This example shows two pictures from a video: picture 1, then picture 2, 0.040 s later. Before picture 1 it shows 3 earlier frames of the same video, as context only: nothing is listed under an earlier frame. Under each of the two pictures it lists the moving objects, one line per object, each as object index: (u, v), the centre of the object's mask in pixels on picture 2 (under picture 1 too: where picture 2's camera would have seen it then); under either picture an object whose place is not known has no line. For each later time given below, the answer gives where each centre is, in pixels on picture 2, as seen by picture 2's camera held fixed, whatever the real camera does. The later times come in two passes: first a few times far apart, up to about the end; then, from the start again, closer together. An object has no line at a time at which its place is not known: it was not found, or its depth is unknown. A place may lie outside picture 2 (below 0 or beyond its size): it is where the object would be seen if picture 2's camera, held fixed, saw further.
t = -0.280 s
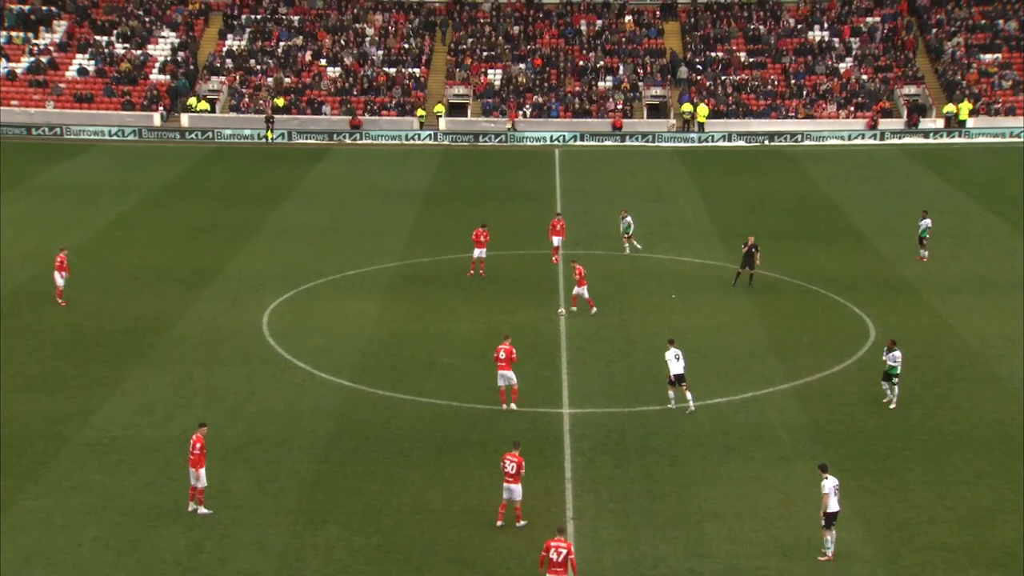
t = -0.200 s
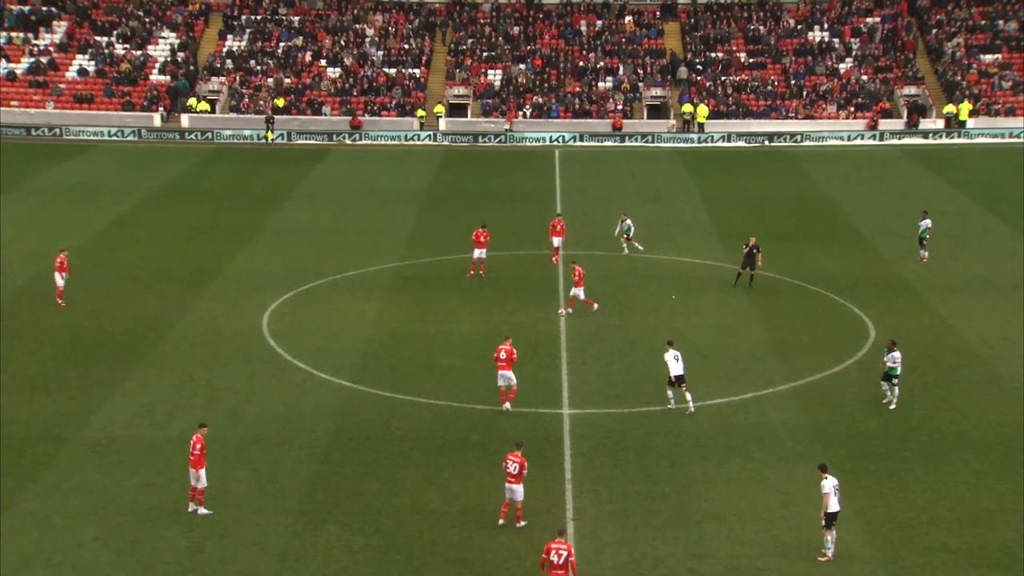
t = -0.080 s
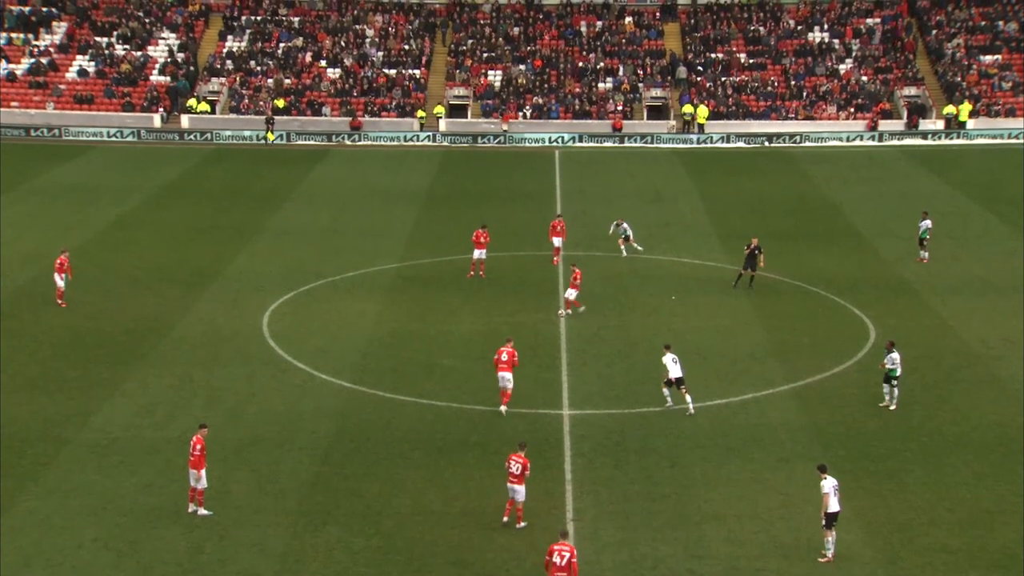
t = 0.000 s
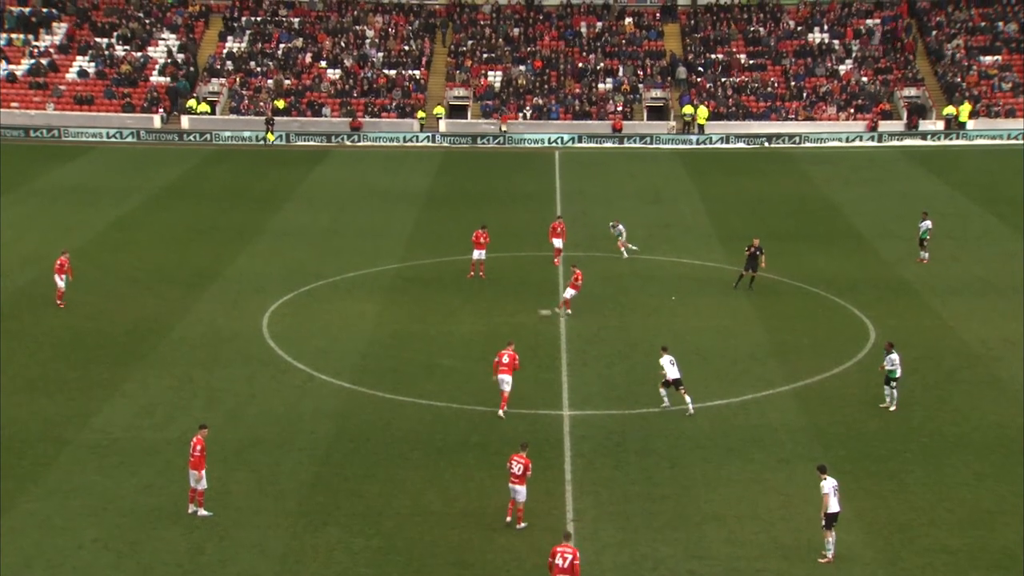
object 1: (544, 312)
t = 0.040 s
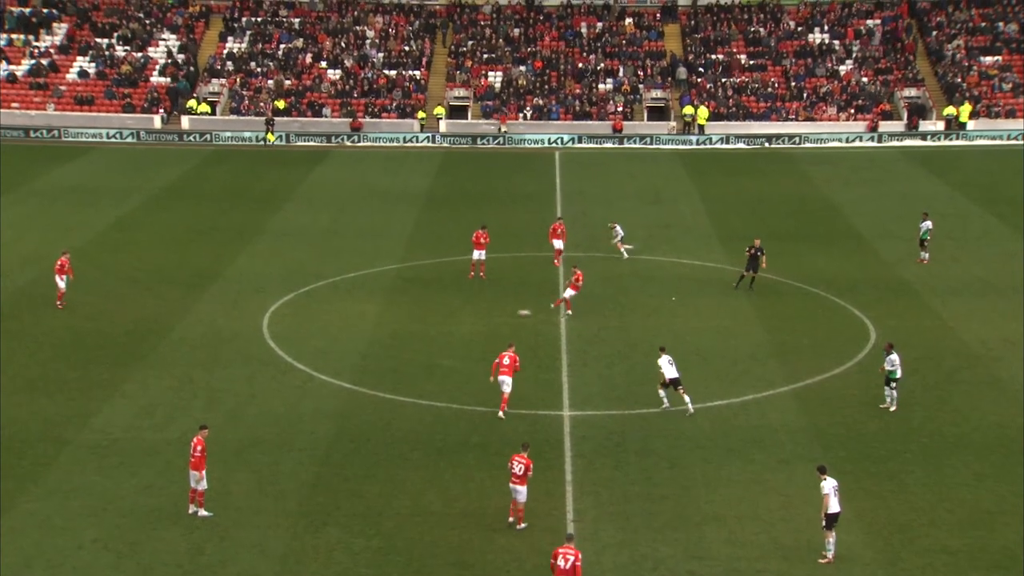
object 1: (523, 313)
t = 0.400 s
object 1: (356, 309)
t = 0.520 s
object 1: (306, 310)
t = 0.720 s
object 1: (232, 308)
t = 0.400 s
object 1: (356, 309)
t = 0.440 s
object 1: (339, 309)
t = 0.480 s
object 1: (322, 309)
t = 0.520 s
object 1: (306, 310)
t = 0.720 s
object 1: (232, 308)
